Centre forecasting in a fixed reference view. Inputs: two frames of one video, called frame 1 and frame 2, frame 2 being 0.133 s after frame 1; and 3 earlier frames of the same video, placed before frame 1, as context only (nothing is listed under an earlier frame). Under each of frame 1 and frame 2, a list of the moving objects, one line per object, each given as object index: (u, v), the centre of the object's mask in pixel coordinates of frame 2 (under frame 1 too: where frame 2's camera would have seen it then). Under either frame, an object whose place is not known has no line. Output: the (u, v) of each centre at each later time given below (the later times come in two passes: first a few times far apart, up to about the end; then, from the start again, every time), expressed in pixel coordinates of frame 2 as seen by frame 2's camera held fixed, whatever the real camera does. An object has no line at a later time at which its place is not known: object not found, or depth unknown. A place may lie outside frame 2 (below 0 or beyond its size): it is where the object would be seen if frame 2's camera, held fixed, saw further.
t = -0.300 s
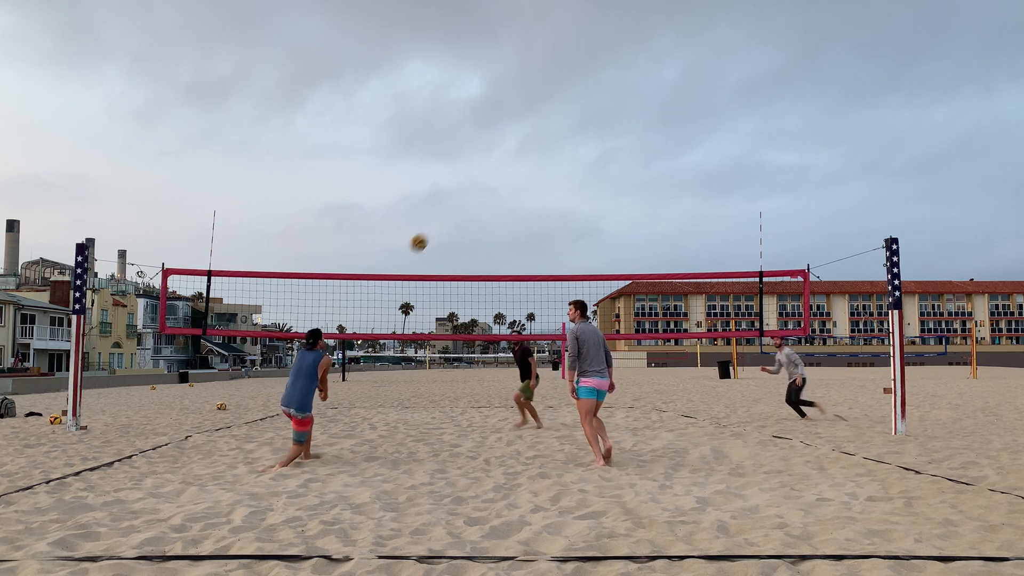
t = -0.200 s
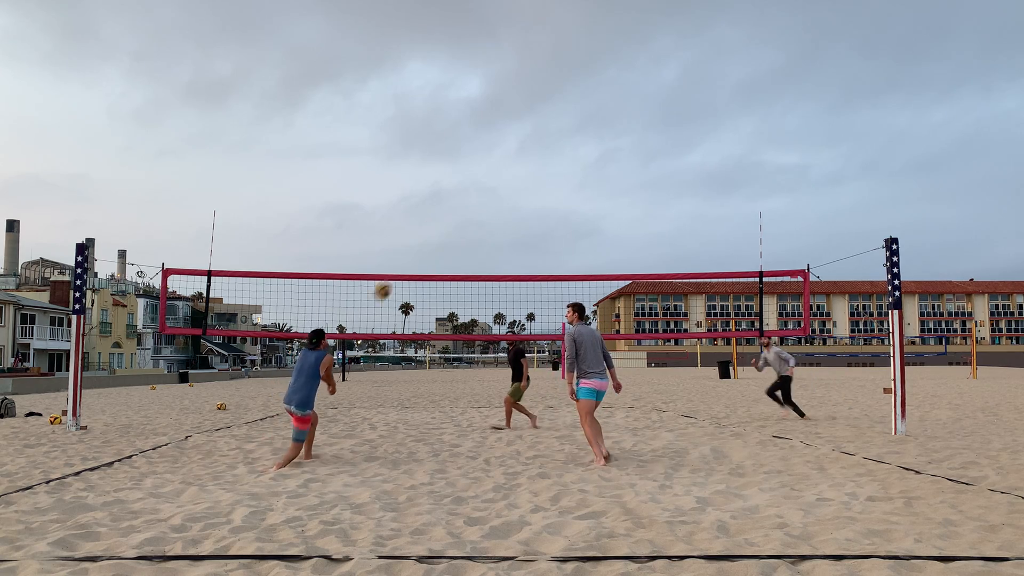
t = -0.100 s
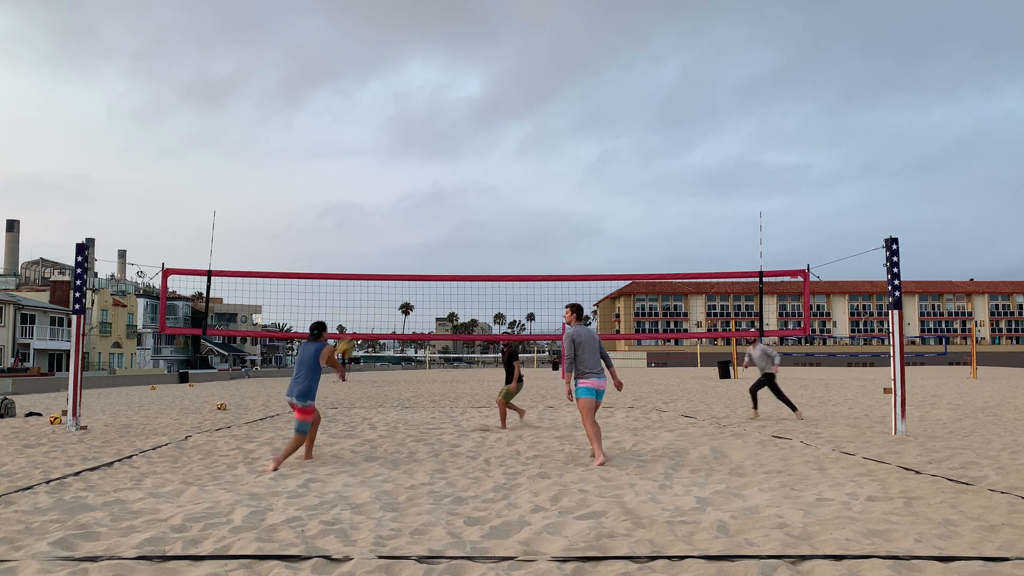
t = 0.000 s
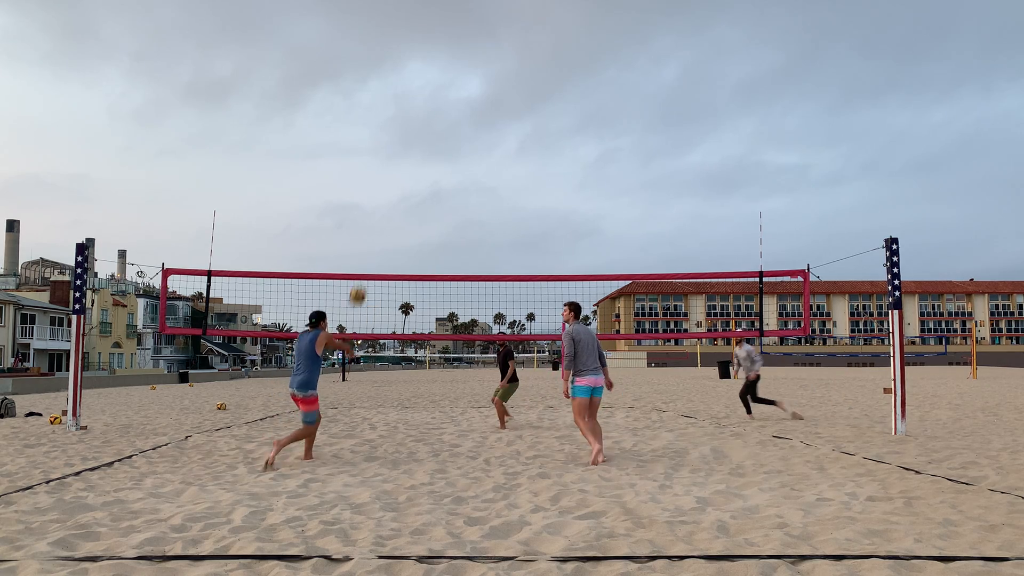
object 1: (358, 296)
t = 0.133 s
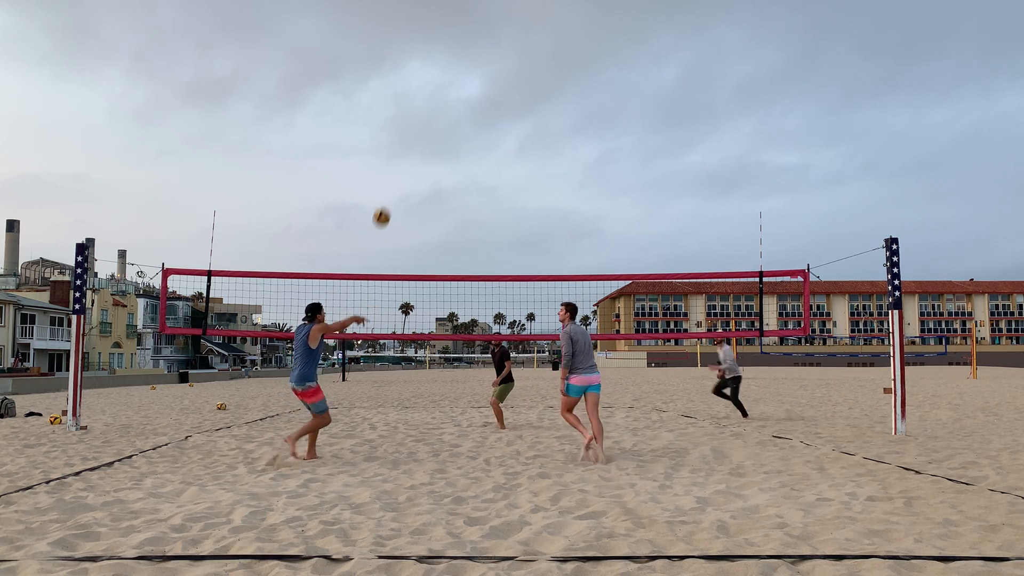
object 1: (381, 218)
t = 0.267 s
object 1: (403, 156)
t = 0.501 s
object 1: (440, 86)
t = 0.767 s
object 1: (478, 59)
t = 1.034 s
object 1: (514, 83)
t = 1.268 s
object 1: (543, 145)
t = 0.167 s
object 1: (387, 201)
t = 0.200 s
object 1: (393, 184)
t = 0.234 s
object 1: (398, 169)
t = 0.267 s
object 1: (403, 156)
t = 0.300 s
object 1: (409, 143)
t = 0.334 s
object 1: (414, 131)
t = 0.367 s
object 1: (419, 120)
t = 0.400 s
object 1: (424, 111)
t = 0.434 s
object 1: (430, 102)
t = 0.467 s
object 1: (435, 94)
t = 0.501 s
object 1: (440, 86)
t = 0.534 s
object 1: (445, 80)
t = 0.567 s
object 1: (449, 74)
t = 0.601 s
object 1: (454, 70)
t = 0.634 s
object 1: (459, 66)
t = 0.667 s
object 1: (464, 63)
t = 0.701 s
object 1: (468, 61)
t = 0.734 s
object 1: (473, 60)
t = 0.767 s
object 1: (478, 59)
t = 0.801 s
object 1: (482, 59)
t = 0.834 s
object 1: (487, 60)
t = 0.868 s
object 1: (492, 62)
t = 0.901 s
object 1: (496, 65)
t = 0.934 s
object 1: (501, 68)
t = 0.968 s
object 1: (505, 73)
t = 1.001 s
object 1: (509, 78)
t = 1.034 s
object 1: (514, 83)
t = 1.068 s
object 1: (518, 90)
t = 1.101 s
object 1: (522, 97)
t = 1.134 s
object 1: (527, 105)
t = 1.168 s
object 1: (531, 114)
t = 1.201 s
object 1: (535, 124)
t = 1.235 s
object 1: (539, 134)
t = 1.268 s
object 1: (543, 145)
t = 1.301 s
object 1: (548, 157)
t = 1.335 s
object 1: (552, 169)
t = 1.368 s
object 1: (556, 182)
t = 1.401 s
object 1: (560, 195)
